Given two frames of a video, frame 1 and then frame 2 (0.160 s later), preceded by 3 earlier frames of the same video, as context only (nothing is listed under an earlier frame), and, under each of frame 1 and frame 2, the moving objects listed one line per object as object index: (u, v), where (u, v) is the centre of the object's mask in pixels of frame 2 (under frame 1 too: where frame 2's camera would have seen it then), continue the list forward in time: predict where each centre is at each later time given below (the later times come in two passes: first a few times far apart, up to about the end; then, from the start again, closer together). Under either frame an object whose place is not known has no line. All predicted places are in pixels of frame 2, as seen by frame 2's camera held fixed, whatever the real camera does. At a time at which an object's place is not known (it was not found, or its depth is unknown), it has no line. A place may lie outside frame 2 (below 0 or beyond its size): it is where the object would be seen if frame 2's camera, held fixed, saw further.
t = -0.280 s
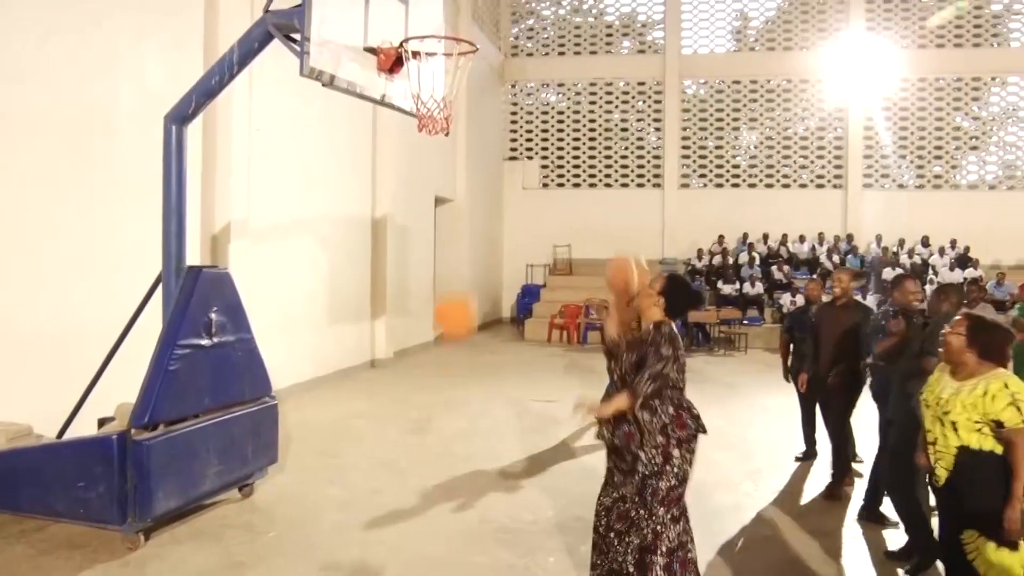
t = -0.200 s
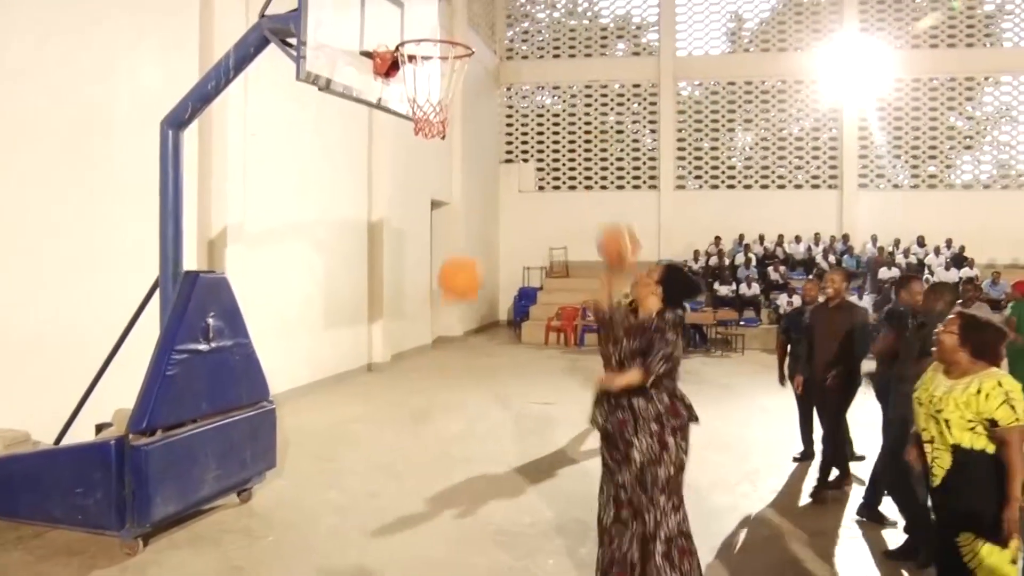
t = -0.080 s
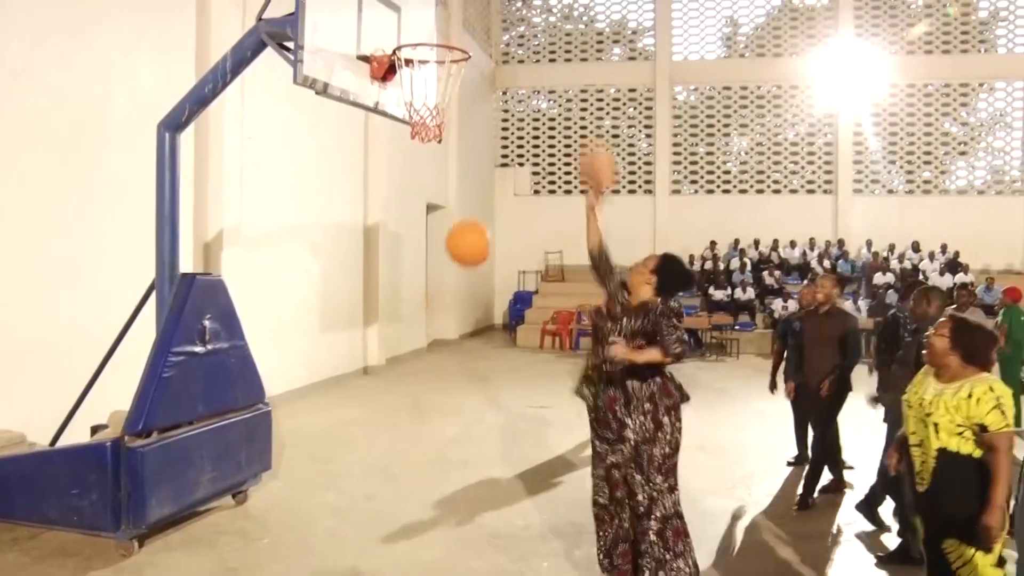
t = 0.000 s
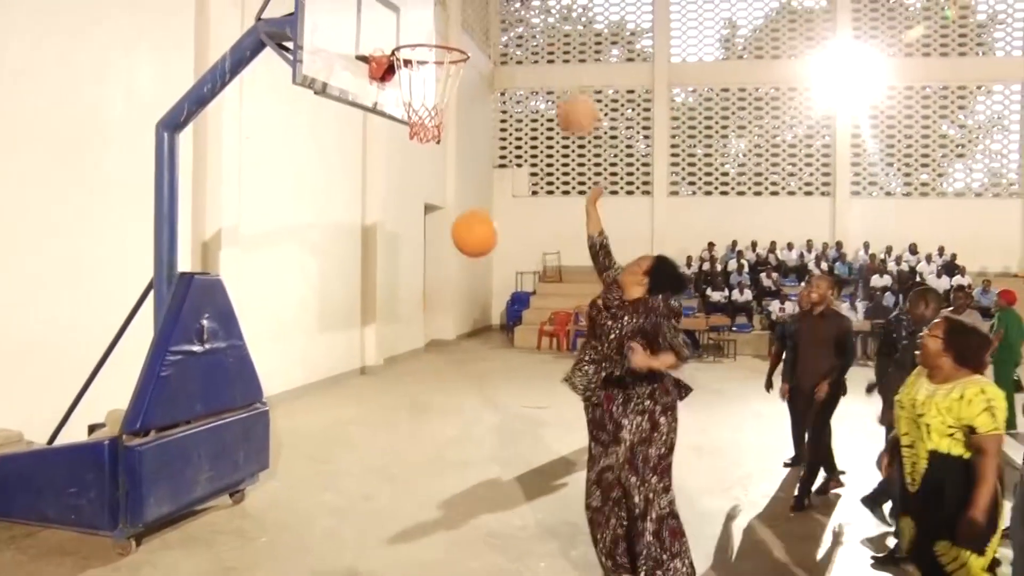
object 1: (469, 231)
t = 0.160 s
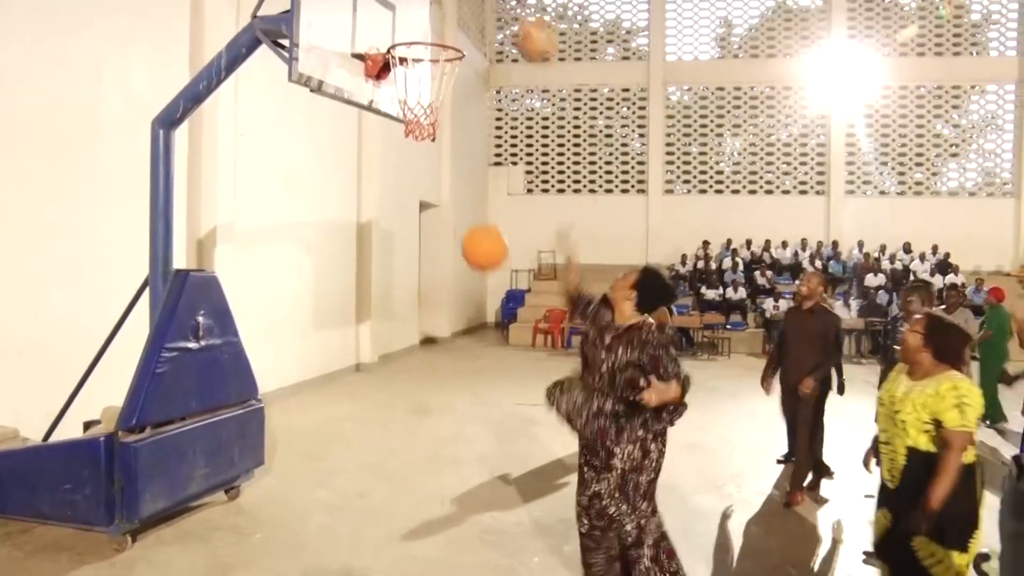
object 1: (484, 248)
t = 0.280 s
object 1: (496, 300)
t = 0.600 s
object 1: (523, 559)
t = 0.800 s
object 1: (530, 500)
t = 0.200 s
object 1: (489, 261)
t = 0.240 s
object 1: (492, 276)
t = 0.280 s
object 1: (496, 300)
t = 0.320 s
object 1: (499, 320)
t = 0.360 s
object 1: (502, 344)
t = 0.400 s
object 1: (505, 372)
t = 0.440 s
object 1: (508, 409)
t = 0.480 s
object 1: (512, 445)
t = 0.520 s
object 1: (517, 487)
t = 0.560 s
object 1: (519, 525)
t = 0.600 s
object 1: (523, 559)
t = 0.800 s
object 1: (530, 500)
